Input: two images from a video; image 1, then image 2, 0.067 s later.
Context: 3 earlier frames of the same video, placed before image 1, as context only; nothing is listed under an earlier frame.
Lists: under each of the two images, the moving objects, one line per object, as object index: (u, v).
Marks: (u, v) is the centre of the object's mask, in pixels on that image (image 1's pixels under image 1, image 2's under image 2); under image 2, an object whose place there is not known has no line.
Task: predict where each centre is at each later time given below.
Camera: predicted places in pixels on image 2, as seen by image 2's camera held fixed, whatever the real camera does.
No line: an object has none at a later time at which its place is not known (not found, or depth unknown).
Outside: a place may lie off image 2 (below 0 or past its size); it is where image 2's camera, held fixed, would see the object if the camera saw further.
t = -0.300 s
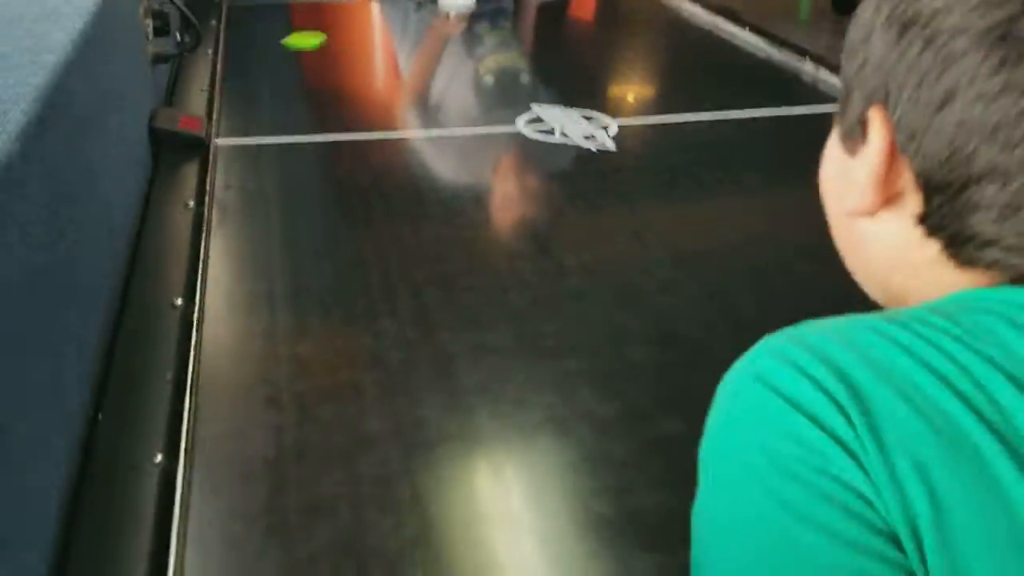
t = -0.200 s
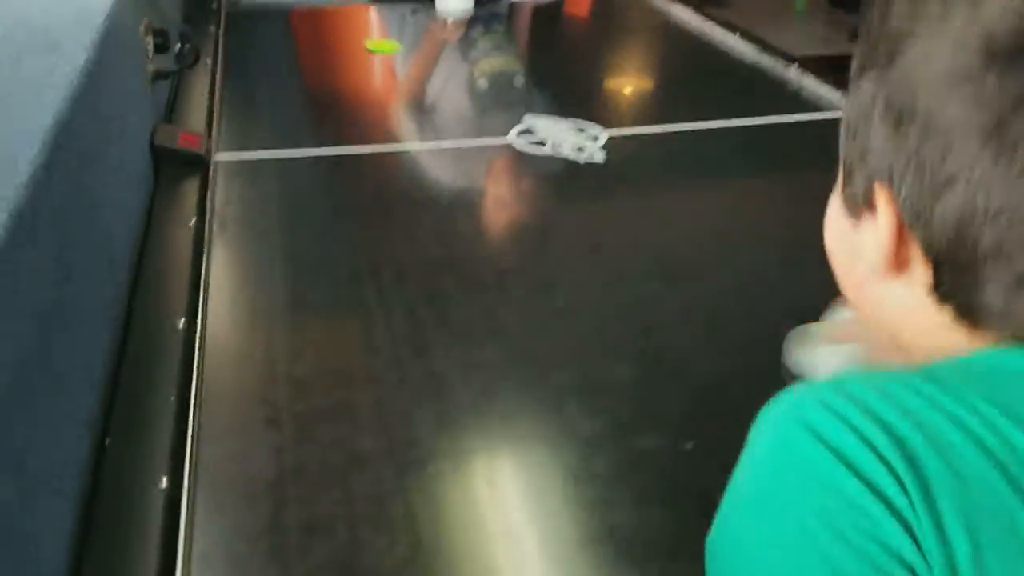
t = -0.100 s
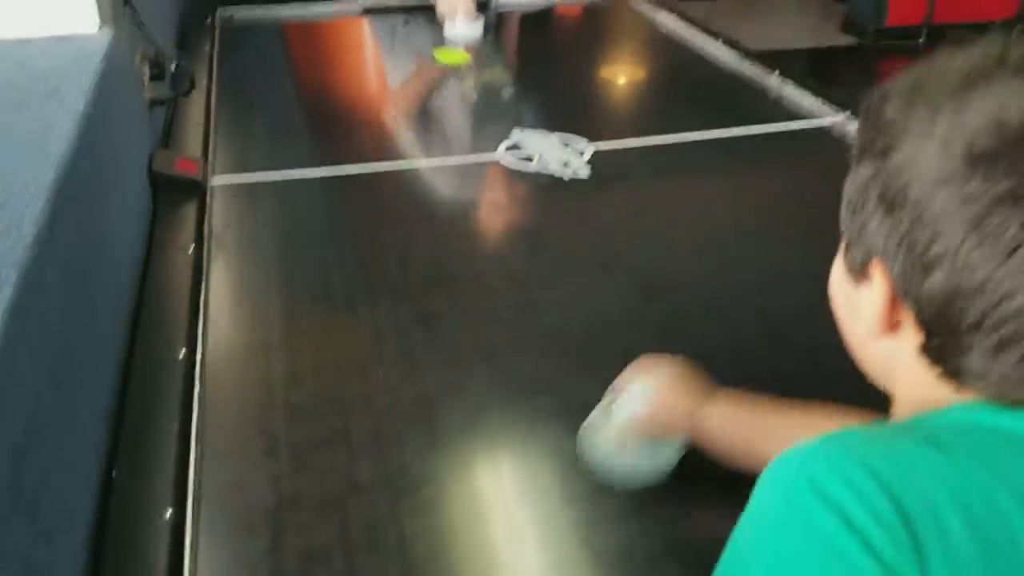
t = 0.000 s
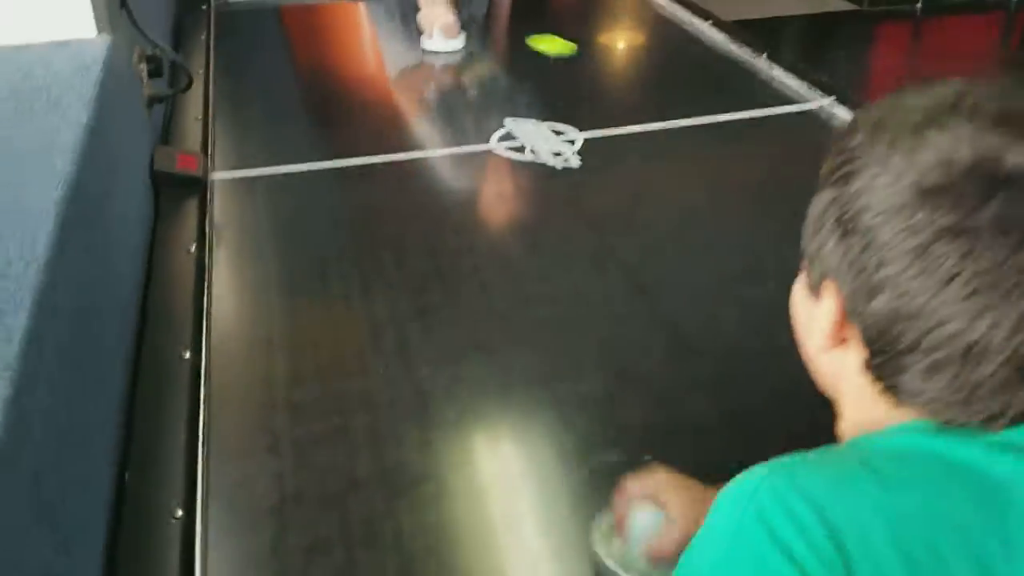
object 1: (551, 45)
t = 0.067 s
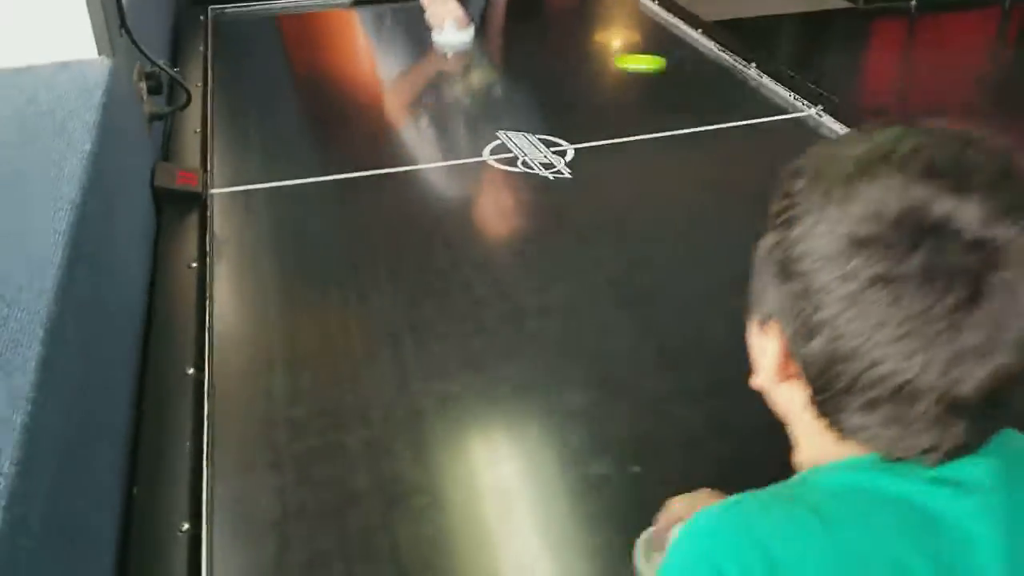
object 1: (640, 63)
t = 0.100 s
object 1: (688, 67)
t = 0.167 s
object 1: (693, 88)
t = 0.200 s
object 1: (668, 102)
